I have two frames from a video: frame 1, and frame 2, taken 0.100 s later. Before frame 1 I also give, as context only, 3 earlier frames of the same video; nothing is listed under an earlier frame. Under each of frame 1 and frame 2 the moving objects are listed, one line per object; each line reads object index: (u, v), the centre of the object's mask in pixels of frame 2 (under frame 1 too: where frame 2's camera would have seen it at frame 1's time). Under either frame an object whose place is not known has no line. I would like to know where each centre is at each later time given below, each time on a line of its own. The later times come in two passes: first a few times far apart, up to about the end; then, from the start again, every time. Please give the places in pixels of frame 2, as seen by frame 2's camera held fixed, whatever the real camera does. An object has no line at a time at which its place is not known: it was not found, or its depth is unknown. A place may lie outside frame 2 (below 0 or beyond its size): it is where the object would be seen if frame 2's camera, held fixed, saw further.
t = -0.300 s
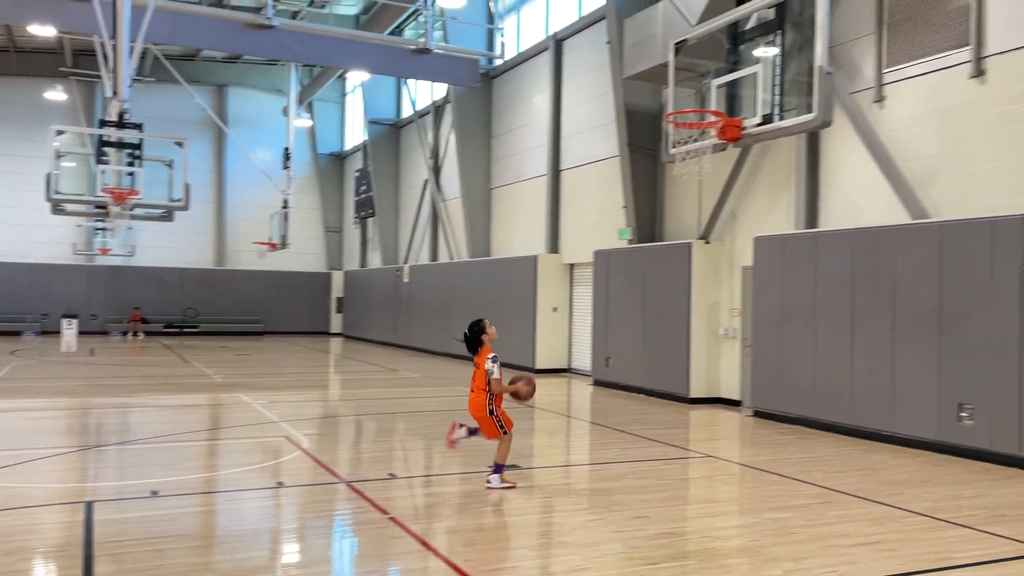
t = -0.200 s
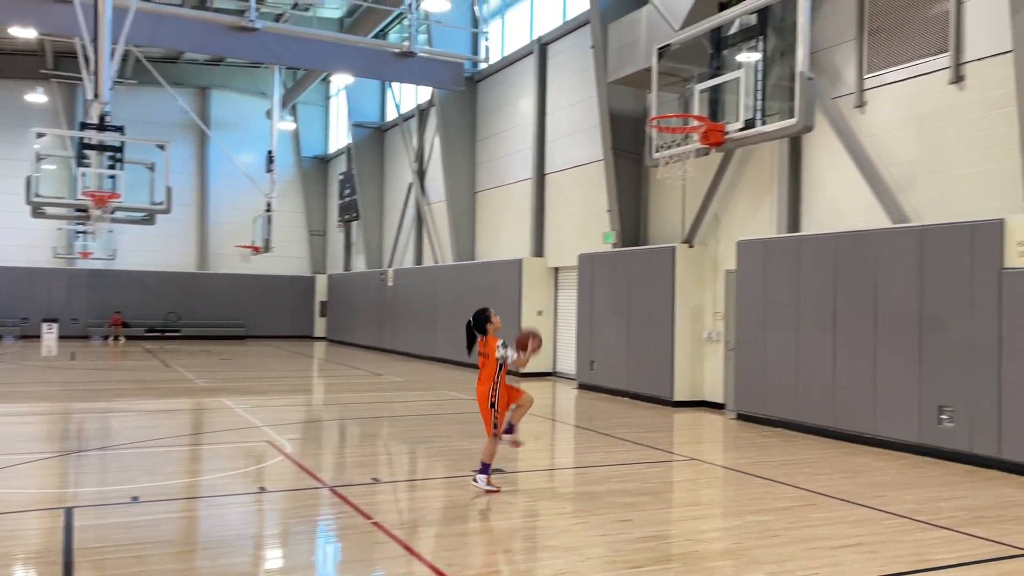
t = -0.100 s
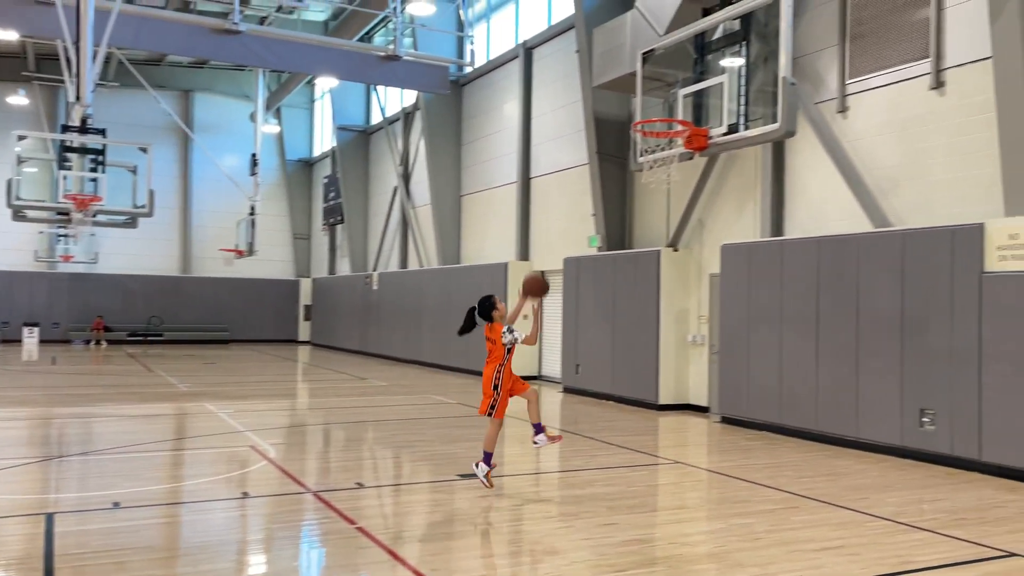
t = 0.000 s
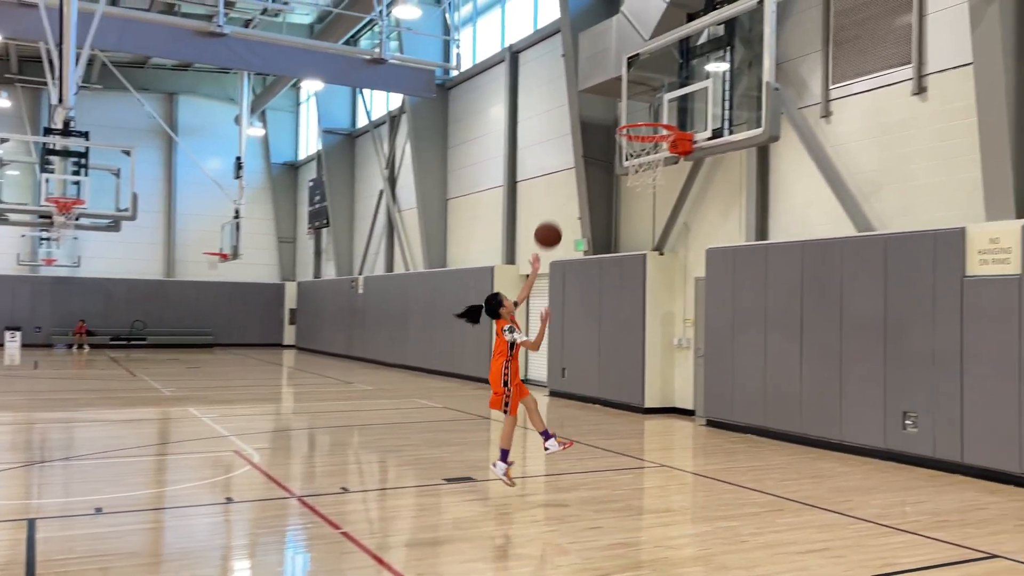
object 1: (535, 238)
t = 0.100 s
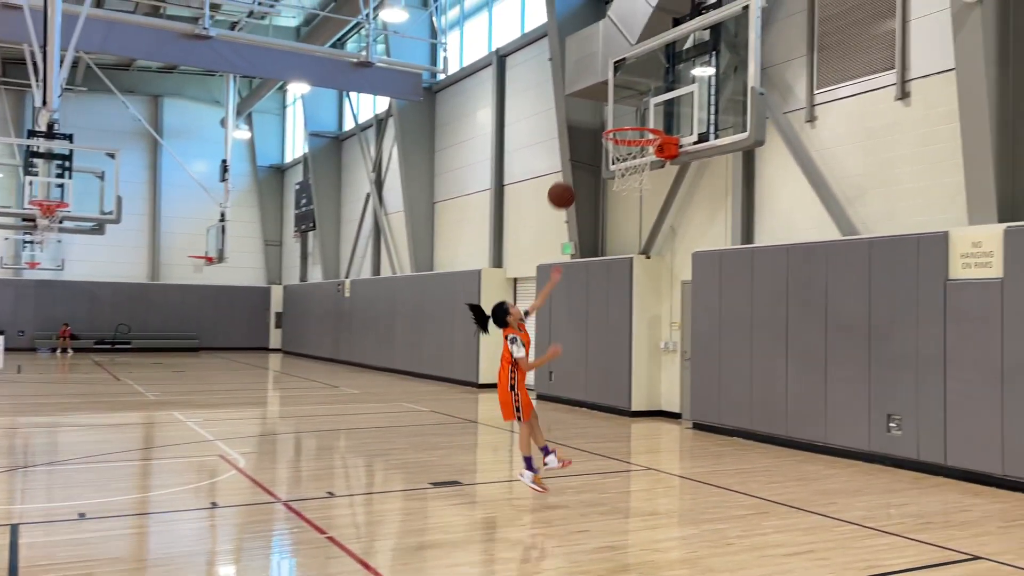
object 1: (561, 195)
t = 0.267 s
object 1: (601, 149)
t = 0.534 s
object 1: (602, 163)
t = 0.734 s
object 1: (597, 223)
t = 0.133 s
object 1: (571, 183)
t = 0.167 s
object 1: (579, 172)
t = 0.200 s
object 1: (588, 162)
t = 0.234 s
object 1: (596, 154)
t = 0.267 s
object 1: (601, 149)
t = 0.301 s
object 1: (602, 147)
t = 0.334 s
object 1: (602, 145)
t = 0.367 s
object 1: (601, 145)
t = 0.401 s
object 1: (601, 147)
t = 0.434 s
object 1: (601, 150)
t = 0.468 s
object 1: (601, 153)
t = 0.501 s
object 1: (601, 157)
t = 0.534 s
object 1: (602, 163)
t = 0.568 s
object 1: (602, 169)
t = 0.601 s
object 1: (601, 178)
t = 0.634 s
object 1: (600, 188)
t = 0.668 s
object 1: (599, 199)
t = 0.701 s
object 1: (598, 210)
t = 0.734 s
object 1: (597, 223)
